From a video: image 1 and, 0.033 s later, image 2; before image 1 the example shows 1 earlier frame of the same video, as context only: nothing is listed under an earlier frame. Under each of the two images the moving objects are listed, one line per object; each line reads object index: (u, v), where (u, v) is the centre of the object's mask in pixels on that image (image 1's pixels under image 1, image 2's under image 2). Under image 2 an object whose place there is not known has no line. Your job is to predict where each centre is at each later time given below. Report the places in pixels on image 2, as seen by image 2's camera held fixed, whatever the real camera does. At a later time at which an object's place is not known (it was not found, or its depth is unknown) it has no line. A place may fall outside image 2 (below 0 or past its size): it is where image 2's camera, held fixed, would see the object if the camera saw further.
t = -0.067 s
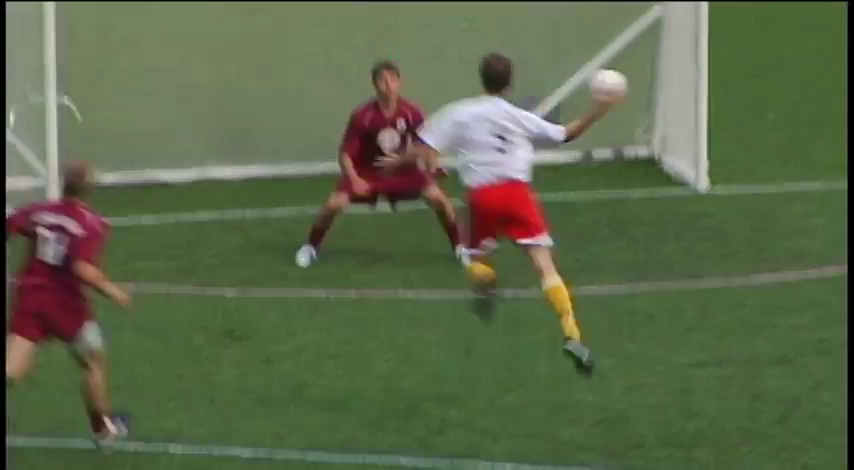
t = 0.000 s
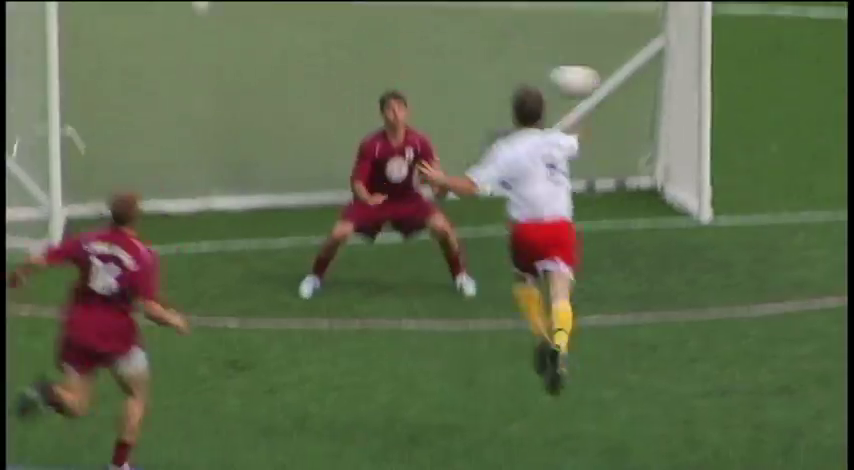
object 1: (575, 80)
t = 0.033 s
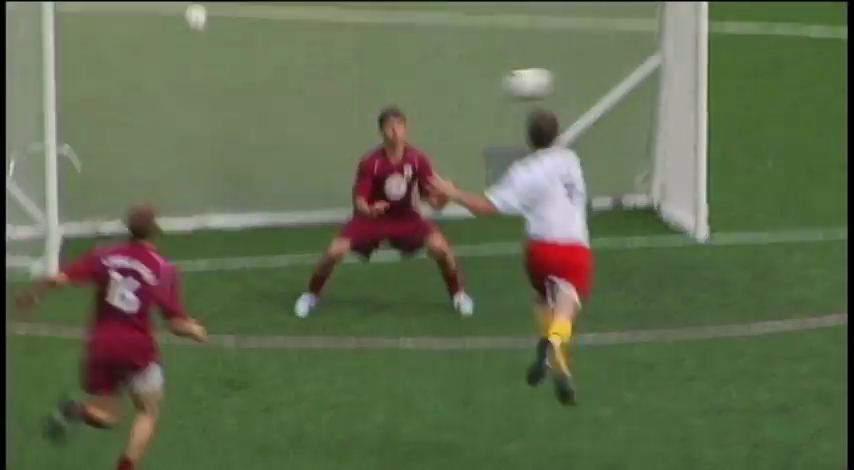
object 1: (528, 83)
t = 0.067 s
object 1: (486, 70)
